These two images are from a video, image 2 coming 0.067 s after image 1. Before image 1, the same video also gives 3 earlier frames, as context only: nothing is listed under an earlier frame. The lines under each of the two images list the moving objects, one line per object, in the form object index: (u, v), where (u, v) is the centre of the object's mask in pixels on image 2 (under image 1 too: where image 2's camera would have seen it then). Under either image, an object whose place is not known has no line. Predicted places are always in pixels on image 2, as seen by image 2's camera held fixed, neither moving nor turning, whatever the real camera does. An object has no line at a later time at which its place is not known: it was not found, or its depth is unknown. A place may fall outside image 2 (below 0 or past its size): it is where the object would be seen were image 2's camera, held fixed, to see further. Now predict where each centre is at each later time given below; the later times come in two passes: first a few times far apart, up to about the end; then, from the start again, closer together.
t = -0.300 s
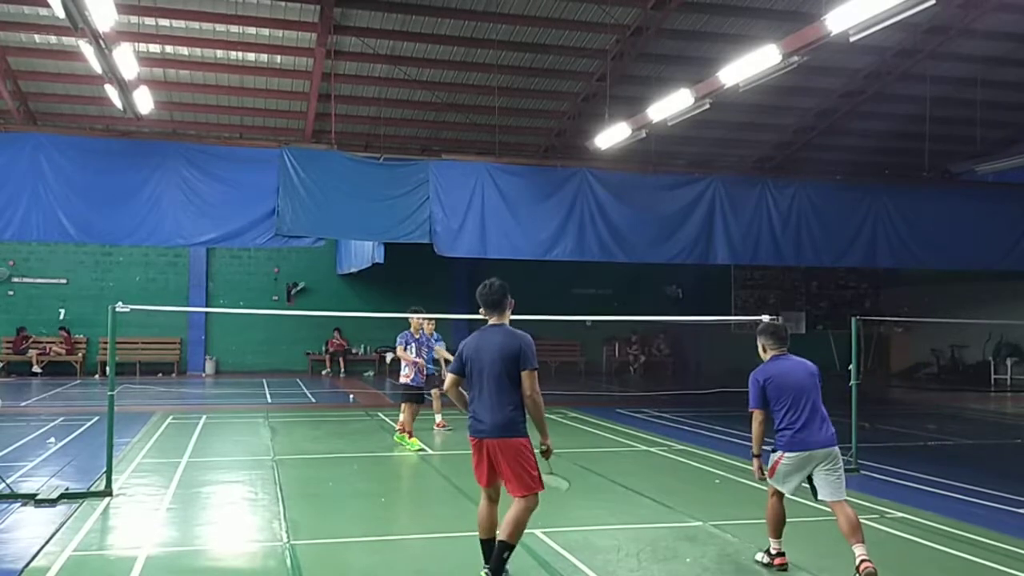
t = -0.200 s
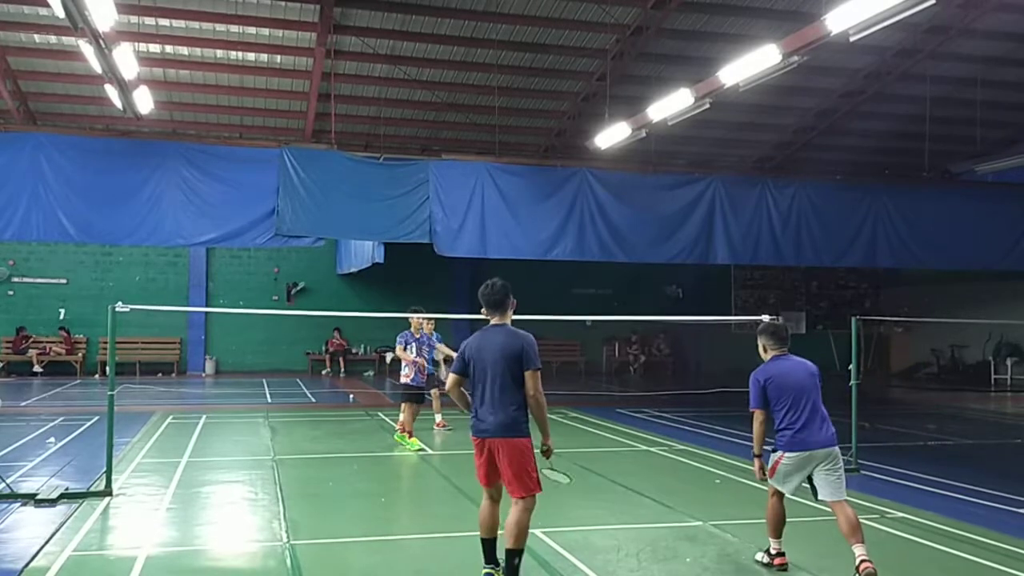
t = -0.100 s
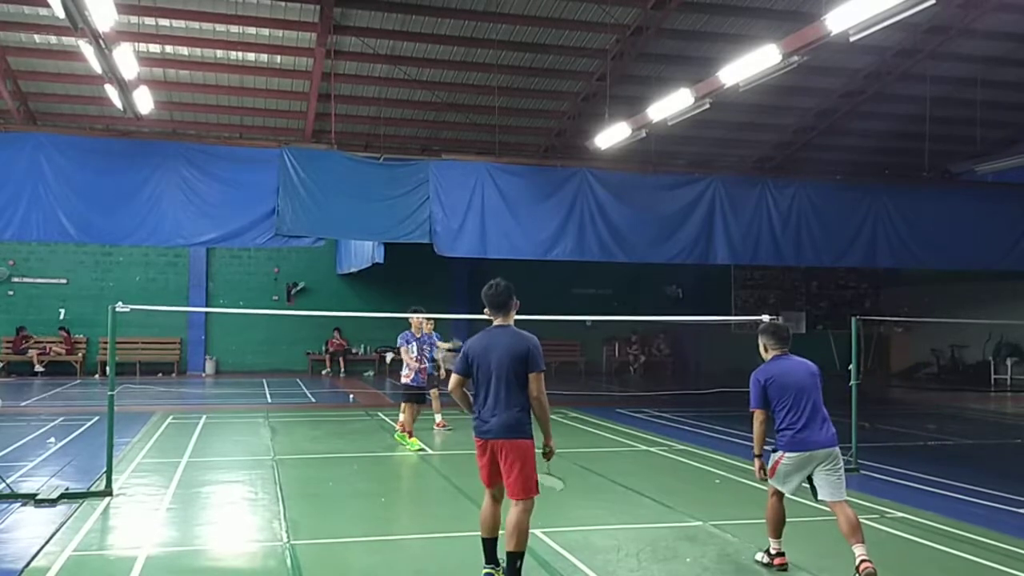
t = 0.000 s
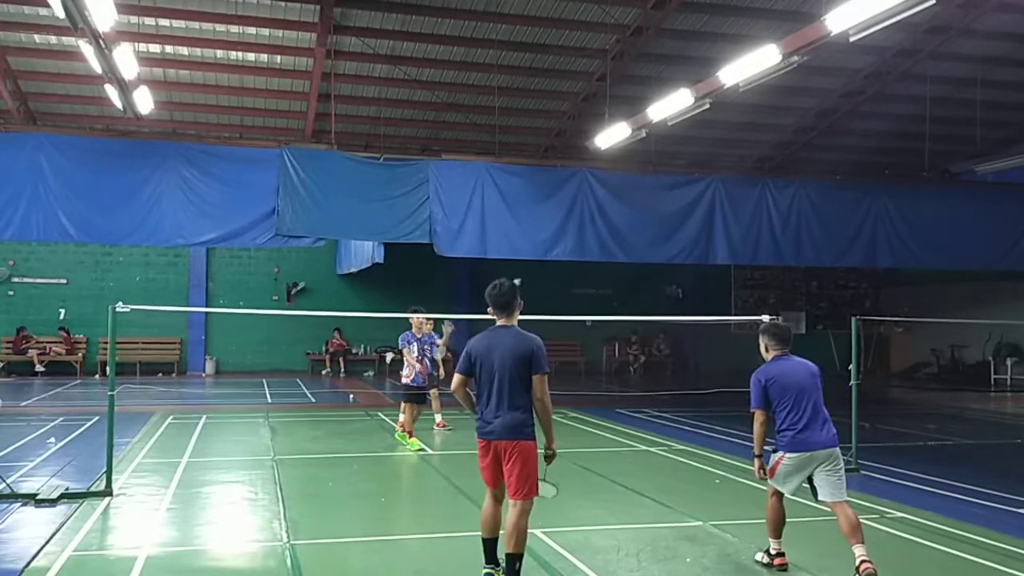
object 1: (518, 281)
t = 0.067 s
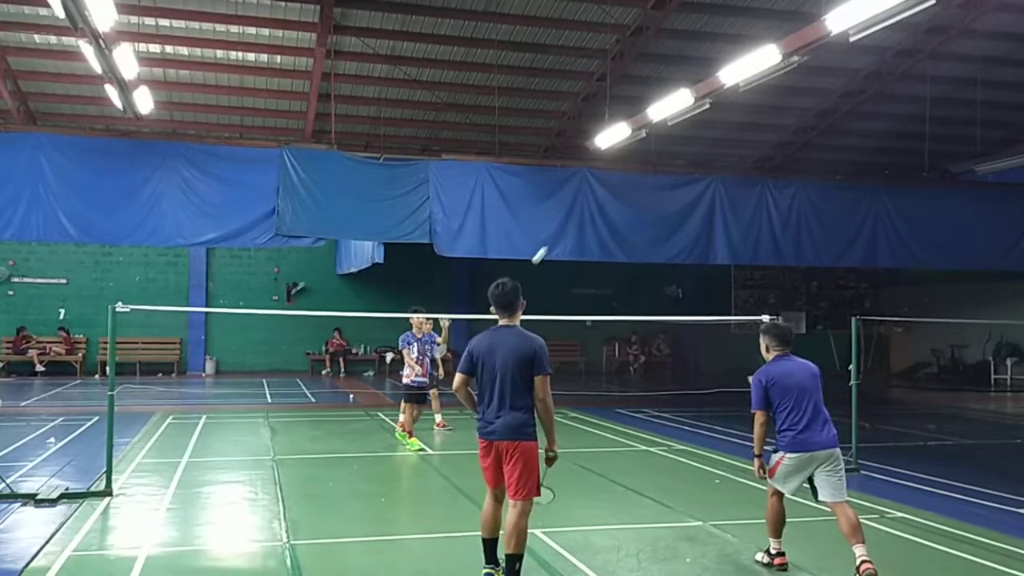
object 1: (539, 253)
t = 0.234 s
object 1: (606, 188)
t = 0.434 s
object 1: (687, 156)
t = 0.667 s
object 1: (793, 201)
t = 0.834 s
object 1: (878, 305)
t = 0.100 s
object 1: (553, 238)
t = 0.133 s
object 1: (567, 223)
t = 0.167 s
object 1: (580, 208)
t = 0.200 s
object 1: (593, 198)
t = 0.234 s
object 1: (606, 188)
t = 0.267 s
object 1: (619, 177)
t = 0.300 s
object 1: (631, 172)
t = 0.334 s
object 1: (646, 166)
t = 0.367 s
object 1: (660, 163)
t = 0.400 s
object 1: (674, 158)
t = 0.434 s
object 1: (687, 156)
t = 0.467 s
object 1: (702, 157)
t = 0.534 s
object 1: (730, 164)
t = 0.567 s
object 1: (745, 169)
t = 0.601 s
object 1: (761, 176)
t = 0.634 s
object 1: (777, 188)
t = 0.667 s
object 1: (793, 201)
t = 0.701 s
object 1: (809, 216)
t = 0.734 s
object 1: (827, 233)
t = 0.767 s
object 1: (844, 254)
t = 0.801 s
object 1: (861, 278)
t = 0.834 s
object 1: (878, 305)
